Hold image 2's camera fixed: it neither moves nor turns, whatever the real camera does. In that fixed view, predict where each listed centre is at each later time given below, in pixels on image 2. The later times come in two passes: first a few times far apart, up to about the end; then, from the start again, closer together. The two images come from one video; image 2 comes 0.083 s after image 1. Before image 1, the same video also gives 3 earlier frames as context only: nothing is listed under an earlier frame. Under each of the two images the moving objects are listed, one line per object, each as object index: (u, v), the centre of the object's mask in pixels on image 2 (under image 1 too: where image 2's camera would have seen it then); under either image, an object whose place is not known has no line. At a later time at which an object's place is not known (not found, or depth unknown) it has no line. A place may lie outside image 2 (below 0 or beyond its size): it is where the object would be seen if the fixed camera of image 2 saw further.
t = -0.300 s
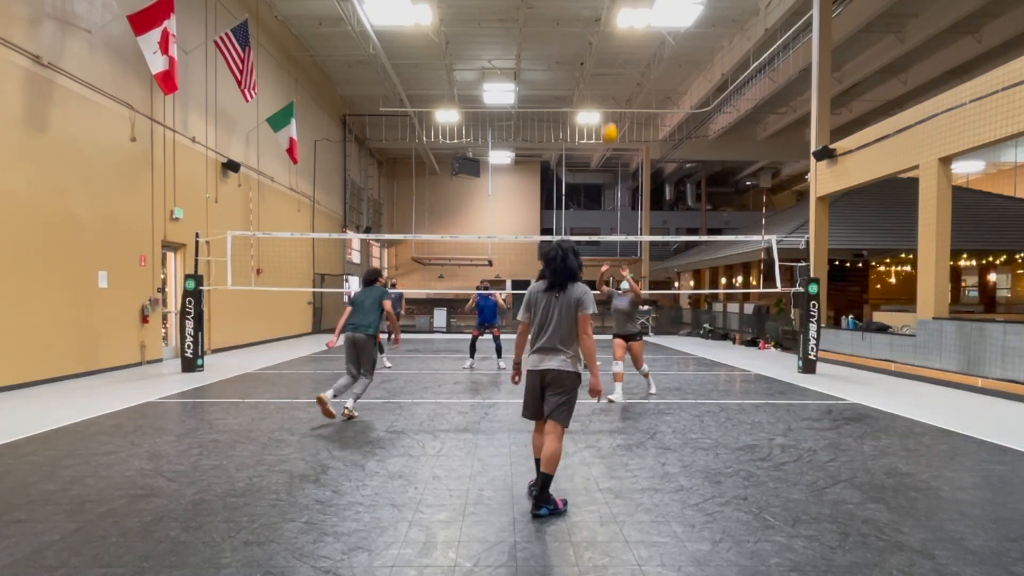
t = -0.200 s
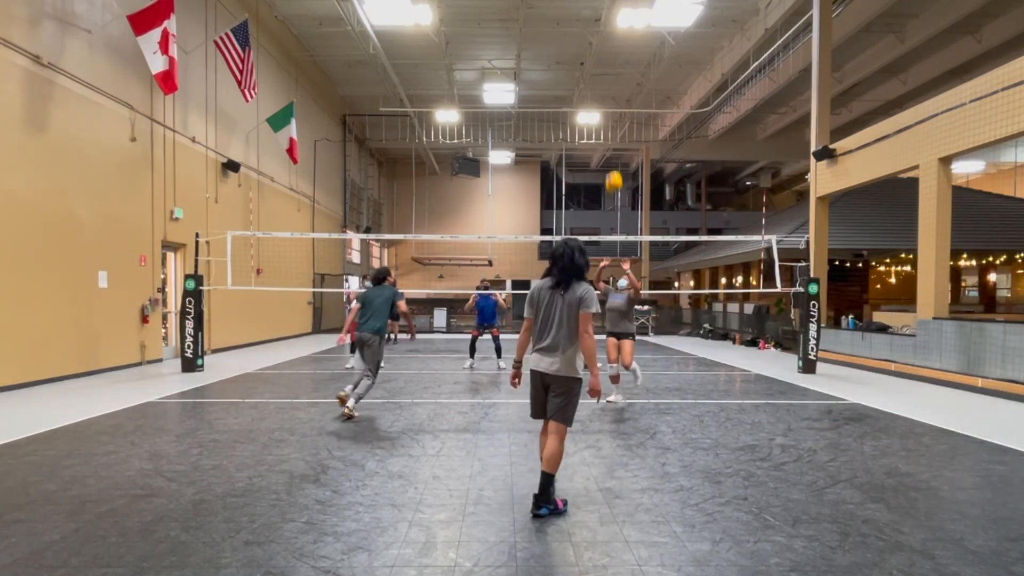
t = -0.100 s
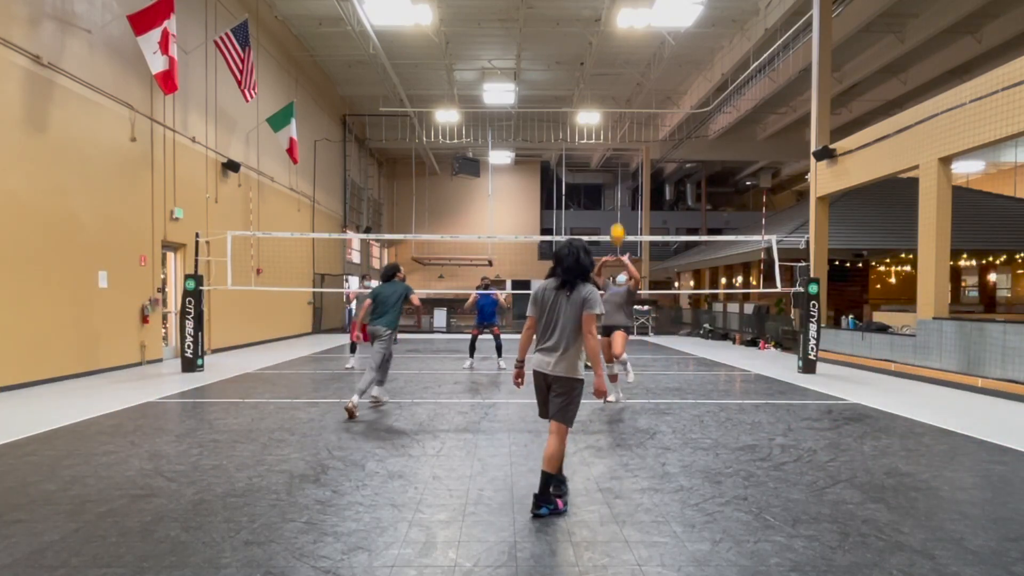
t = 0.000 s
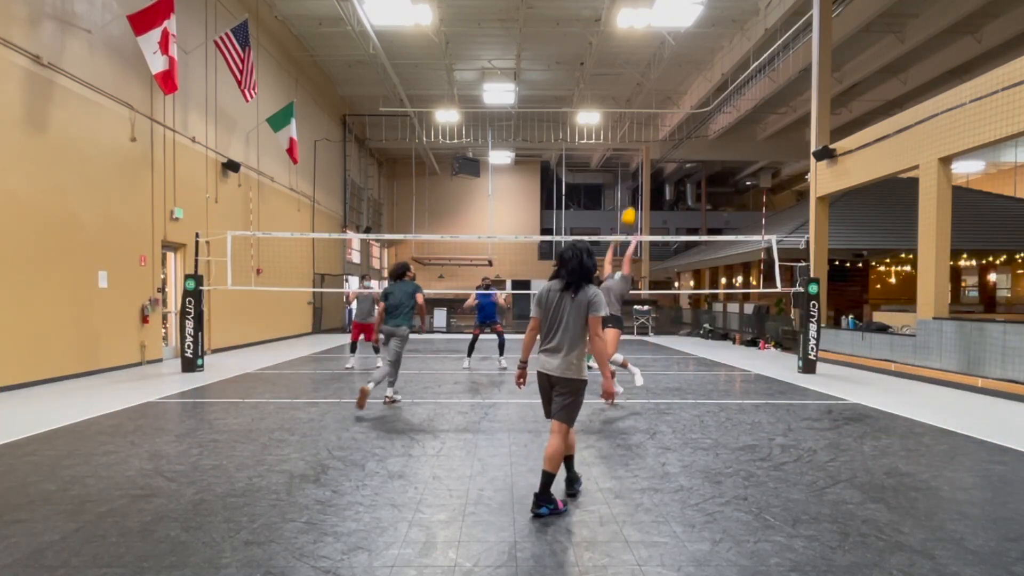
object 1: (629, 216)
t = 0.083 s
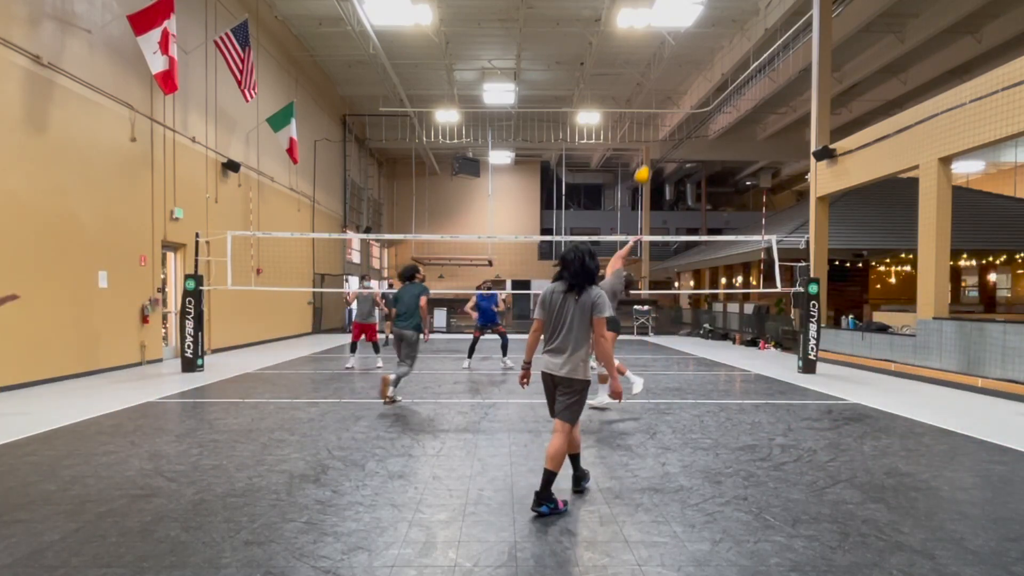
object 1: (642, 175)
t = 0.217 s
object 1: (663, 122)
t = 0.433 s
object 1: (694, 71)
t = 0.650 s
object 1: (722, 56)
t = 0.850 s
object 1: (745, 71)
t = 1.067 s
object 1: (769, 116)
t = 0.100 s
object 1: (645, 167)
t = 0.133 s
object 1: (650, 153)
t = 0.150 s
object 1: (653, 146)
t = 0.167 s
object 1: (656, 139)
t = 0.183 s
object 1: (658, 133)
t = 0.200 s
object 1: (660, 127)
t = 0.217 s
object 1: (663, 122)
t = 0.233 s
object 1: (665, 116)
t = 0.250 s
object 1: (668, 111)
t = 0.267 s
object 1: (671, 106)
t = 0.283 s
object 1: (673, 102)
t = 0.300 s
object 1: (675, 97)
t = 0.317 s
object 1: (678, 93)
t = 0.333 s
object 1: (680, 89)
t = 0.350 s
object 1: (682, 86)
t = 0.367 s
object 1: (685, 82)
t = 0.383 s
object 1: (687, 79)
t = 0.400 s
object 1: (689, 76)
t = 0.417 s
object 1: (692, 73)
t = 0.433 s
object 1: (694, 71)
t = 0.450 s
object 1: (696, 68)
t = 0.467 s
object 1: (698, 66)
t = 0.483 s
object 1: (701, 64)
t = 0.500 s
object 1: (703, 62)
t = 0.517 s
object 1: (705, 61)
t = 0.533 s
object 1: (707, 59)
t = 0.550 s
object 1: (709, 58)
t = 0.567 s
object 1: (711, 57)
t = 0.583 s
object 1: (713, 56)
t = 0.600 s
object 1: (716, 56)
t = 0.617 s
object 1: (718, 56)
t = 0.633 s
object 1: (720, 56)
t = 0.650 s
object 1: (722, 56)
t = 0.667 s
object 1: (724, 56)
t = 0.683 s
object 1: (726, 56)
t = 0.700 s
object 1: (728, 57)
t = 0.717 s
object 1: (730, 58)
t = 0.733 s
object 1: (732, 59)
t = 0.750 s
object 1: (734, 60)
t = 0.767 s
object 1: (736, 61)
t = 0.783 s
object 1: (738, 63)
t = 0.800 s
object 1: (740, 65)
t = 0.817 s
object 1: (741, 67)
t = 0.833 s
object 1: (743, 69)
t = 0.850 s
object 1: (745, 71)
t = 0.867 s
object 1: (748, 73)
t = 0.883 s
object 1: (750, 76)
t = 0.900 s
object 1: (751, 78)
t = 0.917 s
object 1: (753, 81)
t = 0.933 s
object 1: (755, 84)
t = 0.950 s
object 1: (757, 88)
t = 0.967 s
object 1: (759, 92)
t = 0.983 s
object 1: (760, 95)
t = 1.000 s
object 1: (762, 99)
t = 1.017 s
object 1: (764, 103)
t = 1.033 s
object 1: (766, 107)
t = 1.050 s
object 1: (767, 111)
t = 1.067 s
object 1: (769, 116)
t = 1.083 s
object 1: (770, 121)
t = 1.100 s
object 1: (772, 126)
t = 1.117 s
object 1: (774, 130)
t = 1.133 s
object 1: (776, 136)
